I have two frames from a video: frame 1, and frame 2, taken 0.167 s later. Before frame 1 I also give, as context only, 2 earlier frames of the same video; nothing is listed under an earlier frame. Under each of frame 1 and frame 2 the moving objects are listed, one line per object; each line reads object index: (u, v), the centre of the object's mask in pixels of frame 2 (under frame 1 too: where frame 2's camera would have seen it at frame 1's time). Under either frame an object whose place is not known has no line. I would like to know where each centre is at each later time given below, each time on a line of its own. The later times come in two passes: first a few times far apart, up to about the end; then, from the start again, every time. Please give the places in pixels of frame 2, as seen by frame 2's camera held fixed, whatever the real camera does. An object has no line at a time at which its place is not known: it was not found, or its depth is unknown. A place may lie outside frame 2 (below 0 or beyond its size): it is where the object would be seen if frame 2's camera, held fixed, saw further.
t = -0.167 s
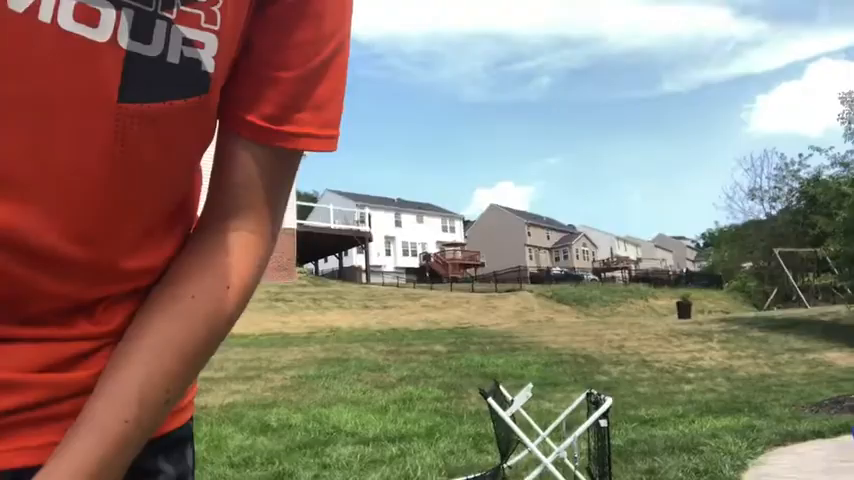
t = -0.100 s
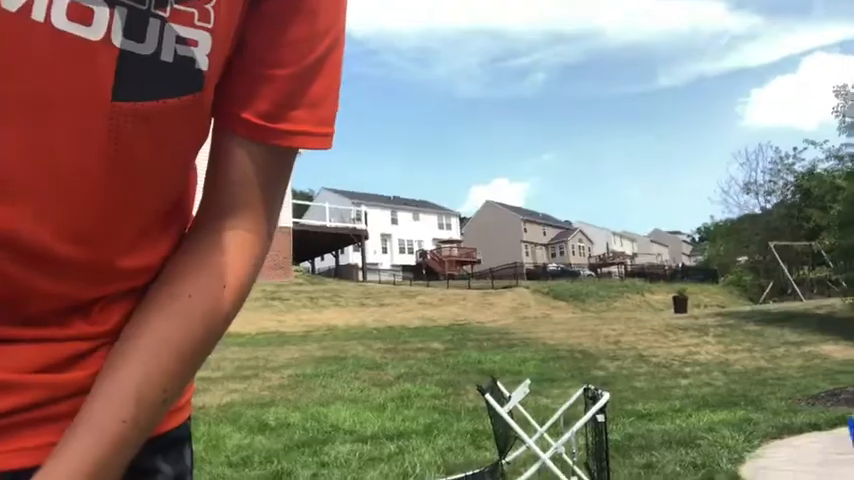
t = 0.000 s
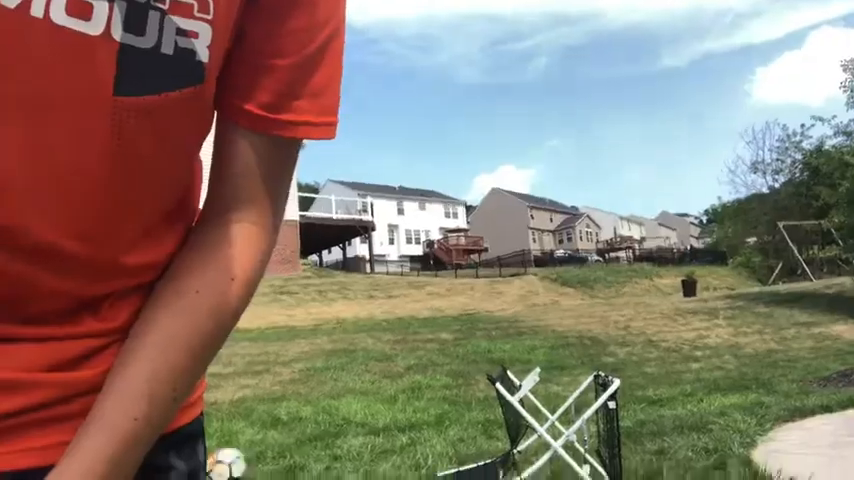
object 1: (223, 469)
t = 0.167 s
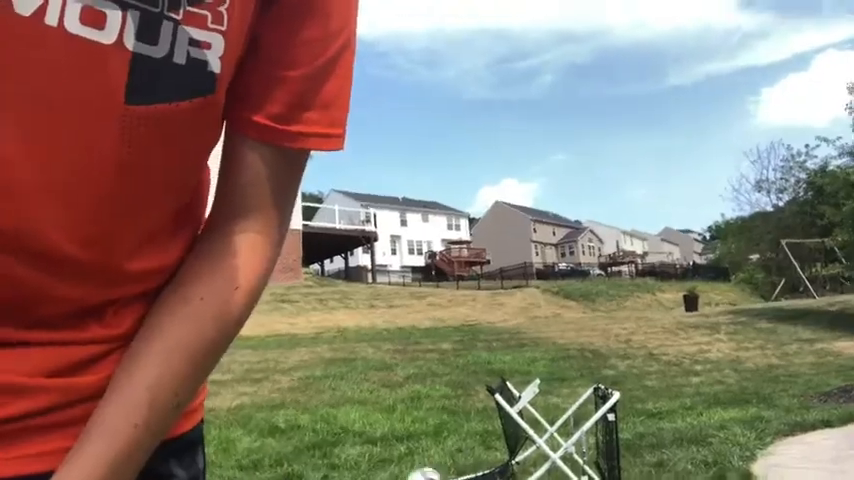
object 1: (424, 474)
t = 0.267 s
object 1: (503, 449)
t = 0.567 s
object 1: (371, 350)
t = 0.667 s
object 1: (320, 355)
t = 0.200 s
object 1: (449, 467)
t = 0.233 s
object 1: (476, 460)
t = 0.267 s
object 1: (503, 449)
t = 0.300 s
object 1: (515, 435)
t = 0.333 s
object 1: (500, 406)
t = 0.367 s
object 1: (482, 390)
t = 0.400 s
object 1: (462, 378)
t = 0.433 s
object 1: (443, 369)
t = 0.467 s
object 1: (425, 361)
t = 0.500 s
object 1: (406, 356)
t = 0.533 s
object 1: (388, 353)
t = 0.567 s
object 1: (371, 350)
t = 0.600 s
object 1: (354, 349)
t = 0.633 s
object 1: (336, 351)
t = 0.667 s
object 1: (320, 355)
